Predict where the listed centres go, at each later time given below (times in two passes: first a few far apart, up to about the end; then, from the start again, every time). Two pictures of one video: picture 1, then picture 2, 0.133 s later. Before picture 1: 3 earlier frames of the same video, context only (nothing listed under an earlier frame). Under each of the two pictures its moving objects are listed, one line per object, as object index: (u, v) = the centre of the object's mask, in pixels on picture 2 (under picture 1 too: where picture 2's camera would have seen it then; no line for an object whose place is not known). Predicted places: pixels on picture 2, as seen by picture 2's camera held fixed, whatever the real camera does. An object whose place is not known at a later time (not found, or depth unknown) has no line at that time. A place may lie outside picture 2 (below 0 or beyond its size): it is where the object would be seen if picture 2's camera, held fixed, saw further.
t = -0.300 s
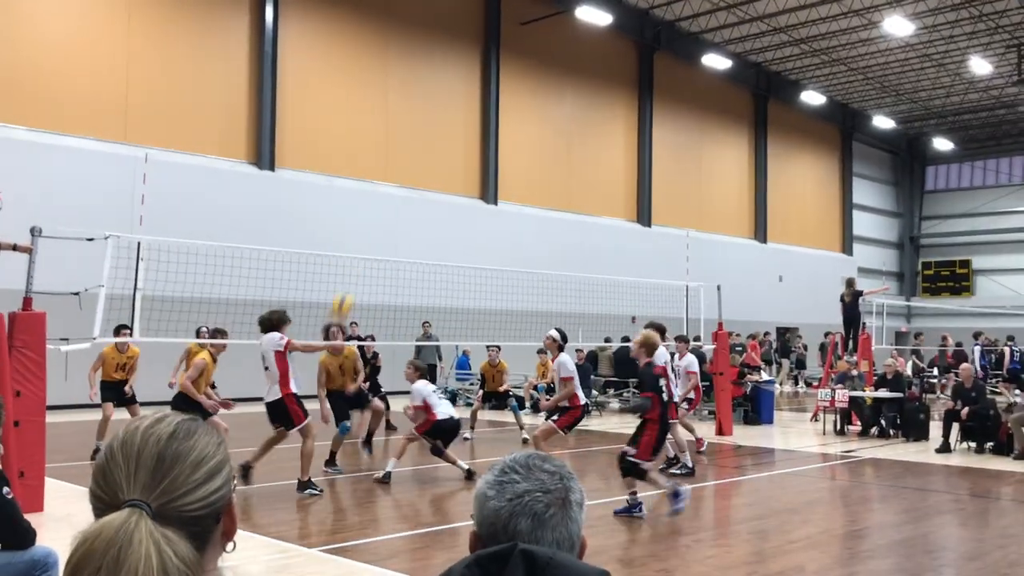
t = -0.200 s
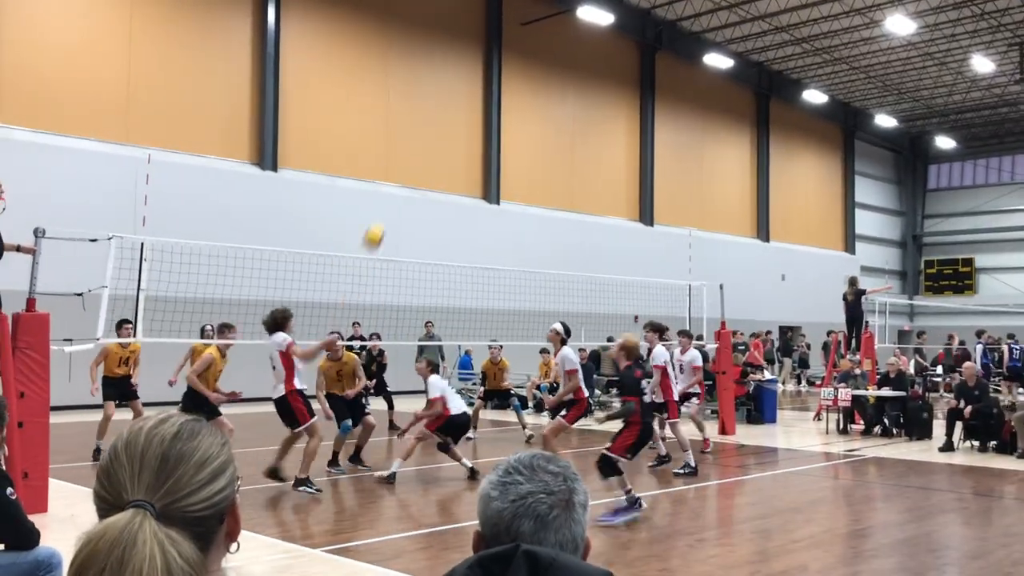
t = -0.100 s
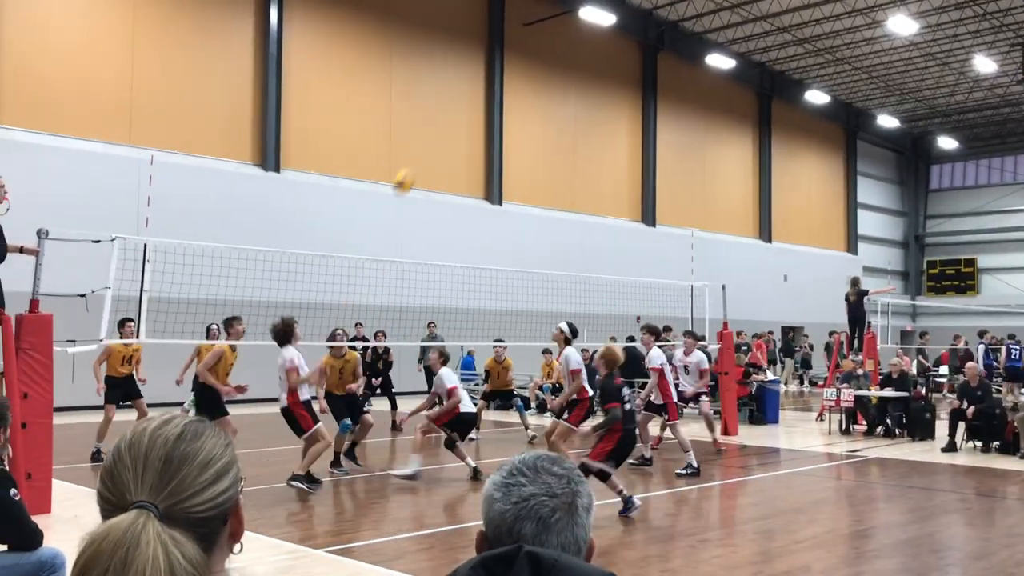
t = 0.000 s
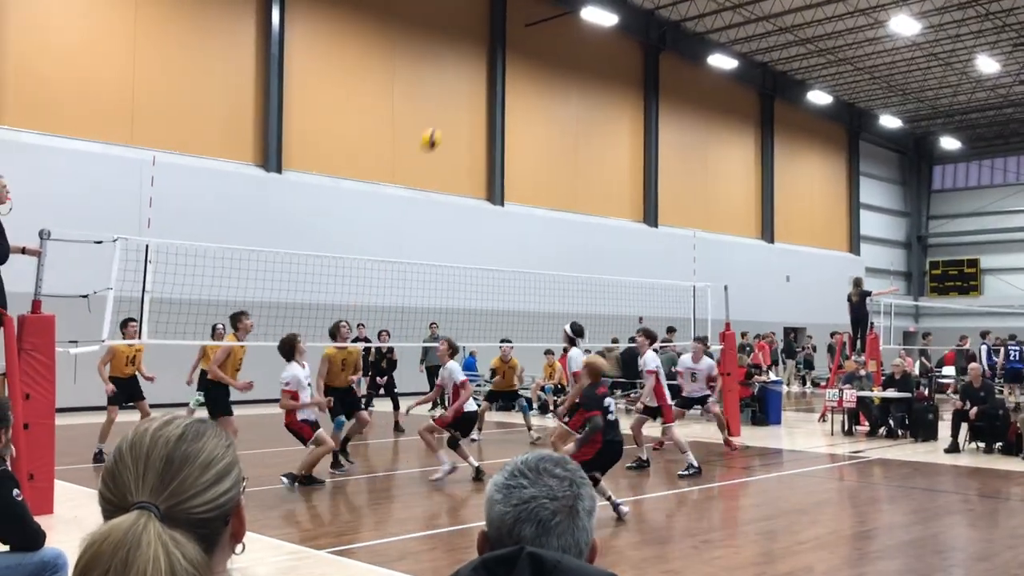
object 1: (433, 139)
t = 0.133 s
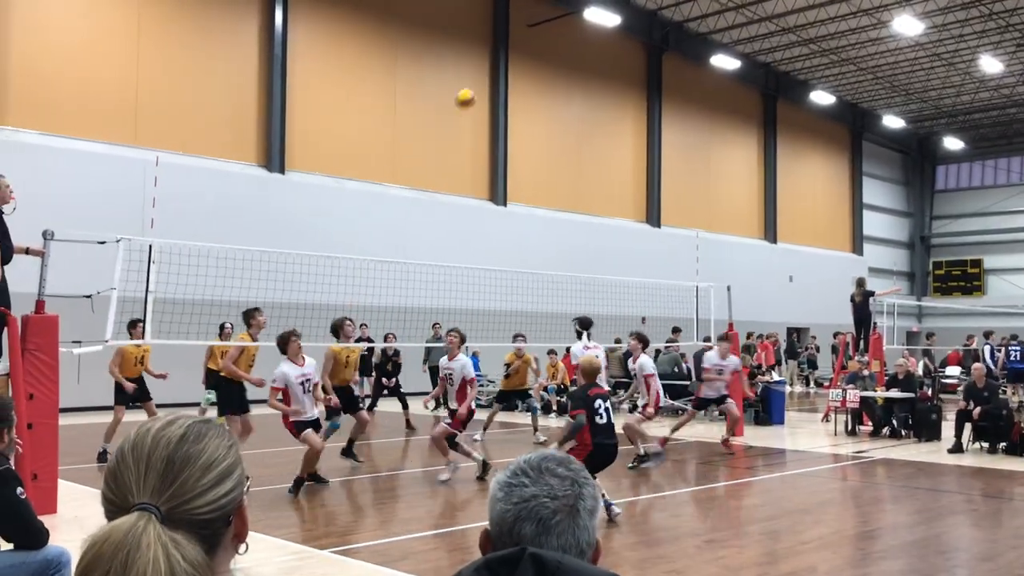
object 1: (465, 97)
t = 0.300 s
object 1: (502, 72)
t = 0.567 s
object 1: (557, 81)
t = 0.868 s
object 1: (612, 157)
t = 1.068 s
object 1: (645, 244)
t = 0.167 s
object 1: (473, 91)
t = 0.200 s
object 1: (481, 85)
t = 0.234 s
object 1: (488, 79)
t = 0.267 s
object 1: (496, 75)
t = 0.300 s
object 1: (502, 72)
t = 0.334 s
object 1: (509, 69)
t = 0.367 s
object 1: (517, 68)
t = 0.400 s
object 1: (525, 68)
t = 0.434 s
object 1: (530, 69)
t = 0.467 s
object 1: (538, 70)
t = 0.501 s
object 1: (544, 73)
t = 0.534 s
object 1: (550, 77)
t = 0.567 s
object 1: (557, 81)
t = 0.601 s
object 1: (563, 85)
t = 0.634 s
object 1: (570, 92)
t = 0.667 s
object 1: (576, 99)
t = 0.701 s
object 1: (582, 107)
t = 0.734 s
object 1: (588, 116)
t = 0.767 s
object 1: (594, 125)
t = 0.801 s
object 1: (601, 136)
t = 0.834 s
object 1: (607, 146)
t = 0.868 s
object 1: (612, 157)
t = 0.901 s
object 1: (617, 169)
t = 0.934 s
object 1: (622, 182)
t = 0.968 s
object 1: (628, 198)
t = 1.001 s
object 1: (634, 213)
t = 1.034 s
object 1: (639, 228)
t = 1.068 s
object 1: (645, 244)
